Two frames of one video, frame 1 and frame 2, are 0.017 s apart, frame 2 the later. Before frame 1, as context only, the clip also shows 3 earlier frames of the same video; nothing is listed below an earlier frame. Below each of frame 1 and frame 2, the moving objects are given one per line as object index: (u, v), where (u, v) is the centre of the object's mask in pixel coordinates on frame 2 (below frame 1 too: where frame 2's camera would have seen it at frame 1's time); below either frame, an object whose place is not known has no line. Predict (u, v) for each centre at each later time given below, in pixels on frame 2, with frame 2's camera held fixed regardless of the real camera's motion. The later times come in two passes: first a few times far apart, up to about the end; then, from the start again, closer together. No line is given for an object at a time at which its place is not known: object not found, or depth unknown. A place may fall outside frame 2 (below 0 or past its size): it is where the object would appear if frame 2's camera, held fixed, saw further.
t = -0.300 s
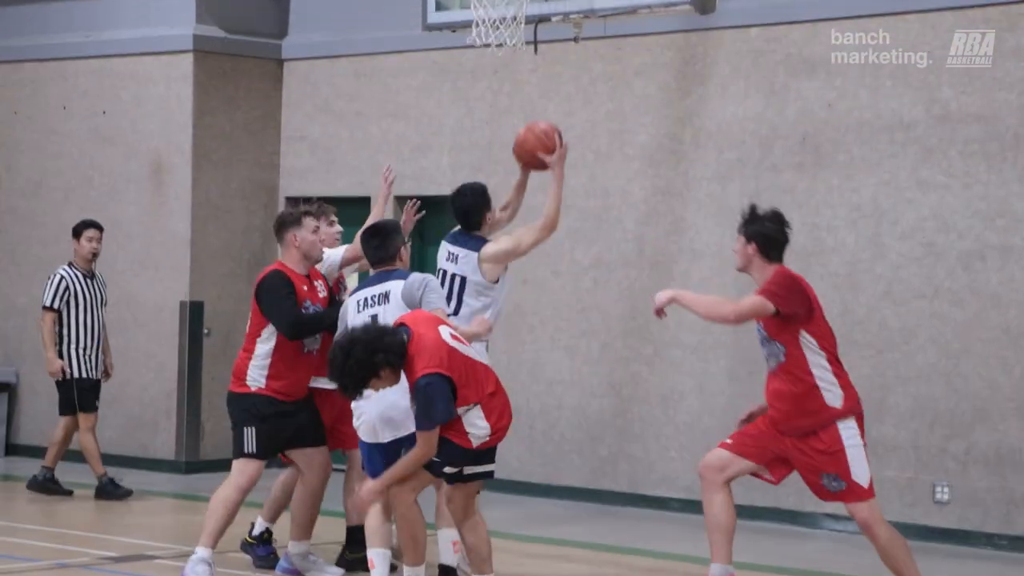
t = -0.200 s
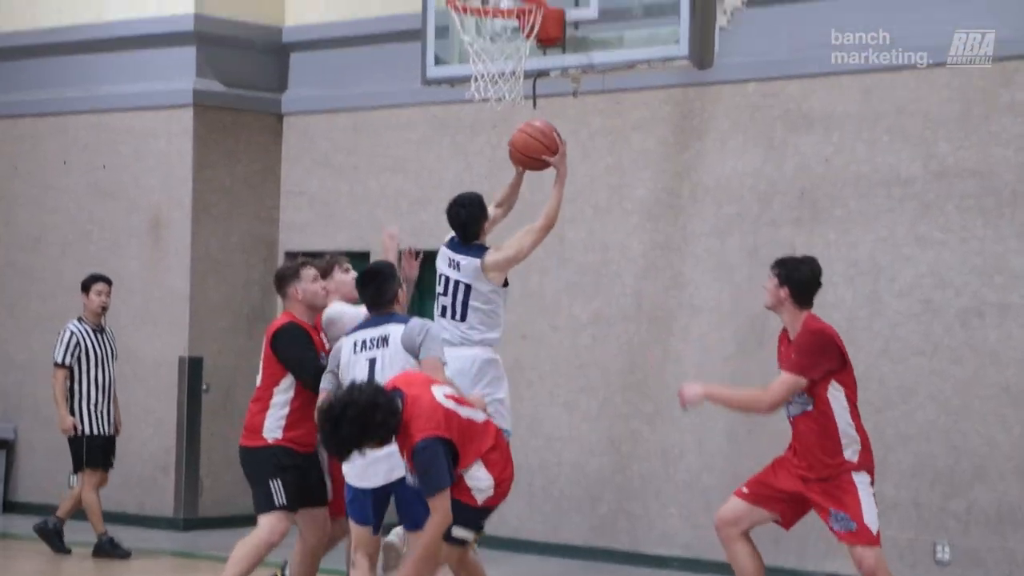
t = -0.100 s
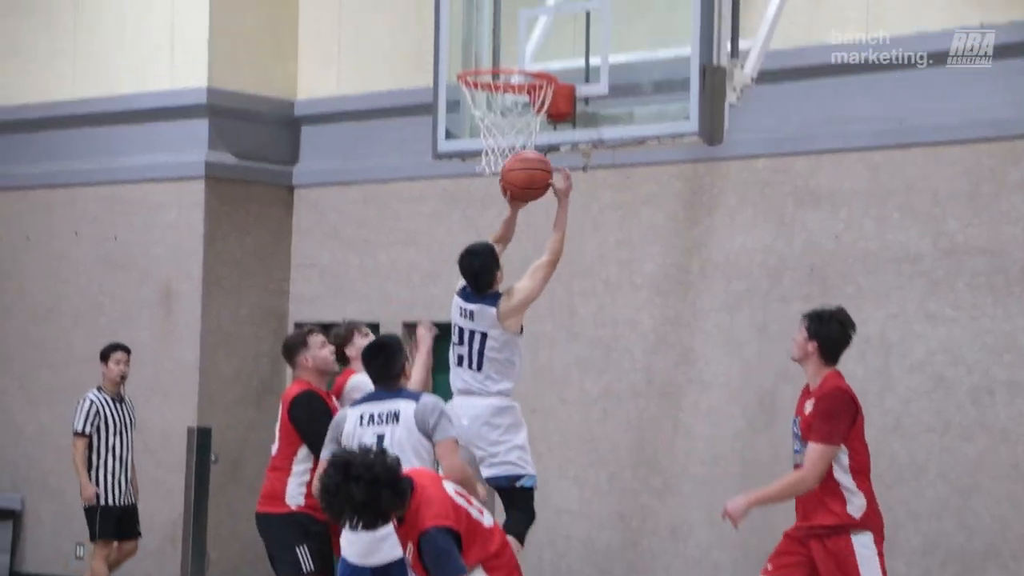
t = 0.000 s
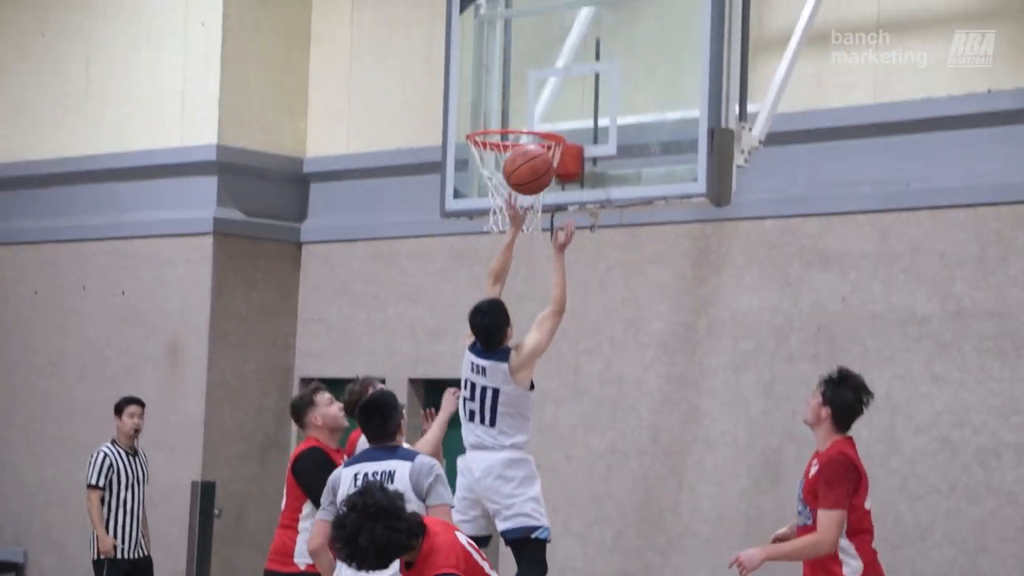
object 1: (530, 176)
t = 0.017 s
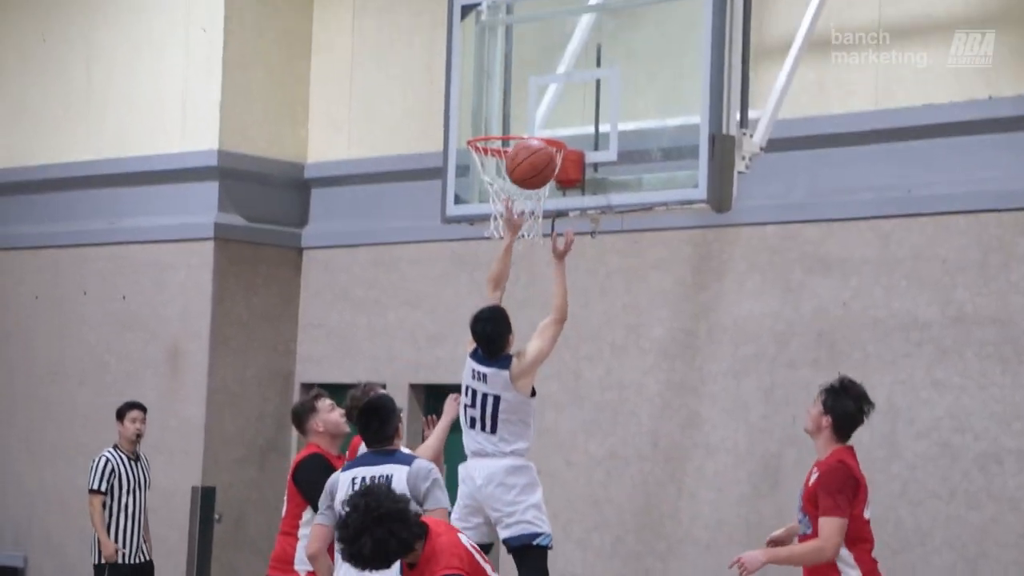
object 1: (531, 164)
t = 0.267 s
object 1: (544, 66)
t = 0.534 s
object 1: (554, 104)
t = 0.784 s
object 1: (513, 104)
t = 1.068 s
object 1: (497, 103)
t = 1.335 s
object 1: (503, 183)
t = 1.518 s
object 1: (512, 261)
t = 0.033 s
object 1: (531, 154)
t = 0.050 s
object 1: (532, 144)
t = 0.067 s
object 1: (533, 134)
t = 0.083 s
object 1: (534, 125)
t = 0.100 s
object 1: (535, 117)
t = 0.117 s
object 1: (536, 109)
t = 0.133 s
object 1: (537, 102)
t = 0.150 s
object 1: (538, 95)
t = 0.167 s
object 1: (539, 90)
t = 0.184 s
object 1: (540, 84)
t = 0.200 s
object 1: (541, 80)
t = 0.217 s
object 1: (542, 76)
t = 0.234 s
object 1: (543, 72)
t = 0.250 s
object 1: (543, 69)
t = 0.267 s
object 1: (544, 66)
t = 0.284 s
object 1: (545, 65)
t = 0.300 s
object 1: (545, 63)
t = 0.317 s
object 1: (546, 63)
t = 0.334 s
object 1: (547, 62)
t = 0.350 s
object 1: (548, 62)
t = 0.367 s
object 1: (548, 64)
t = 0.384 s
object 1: (549, 65)
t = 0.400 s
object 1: (550, 67)
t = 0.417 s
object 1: (550, 70)
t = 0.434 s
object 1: (551, 73)
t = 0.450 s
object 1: (551, 76)
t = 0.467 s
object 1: (552, 81)
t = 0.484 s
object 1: (553, 86)
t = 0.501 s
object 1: (553, 91)
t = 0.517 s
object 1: (553, 97)
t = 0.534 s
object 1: (554, 104)
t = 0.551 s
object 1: (554, 110)
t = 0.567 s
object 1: (554, 118)
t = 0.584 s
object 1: (552, 117)
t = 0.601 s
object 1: (549, 114)
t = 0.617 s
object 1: (545, 110)
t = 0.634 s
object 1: (542, 107)
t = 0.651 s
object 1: (539, 104)
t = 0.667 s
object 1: (536, 102)
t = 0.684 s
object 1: (533, 101)
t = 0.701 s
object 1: (529, 100)
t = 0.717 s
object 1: (526, 100)
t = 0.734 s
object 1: (523, 100)
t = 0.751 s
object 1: (519, 101)
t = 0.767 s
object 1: (516, 102)
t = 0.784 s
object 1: (513, 104)
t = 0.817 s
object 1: (506, 109)
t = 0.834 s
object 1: (502, 112)
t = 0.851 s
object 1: (499, 115)
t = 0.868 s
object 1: (496, 118)
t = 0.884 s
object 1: (492, 121)
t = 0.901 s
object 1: (492, 120)
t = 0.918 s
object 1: (492, 117)
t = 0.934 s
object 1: (493, 115)
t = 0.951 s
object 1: (494, 112)
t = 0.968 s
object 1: (495, 110)
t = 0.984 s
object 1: (495, 107)
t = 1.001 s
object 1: (496, 105)
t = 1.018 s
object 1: (496, 104)
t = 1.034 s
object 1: (497, 103)
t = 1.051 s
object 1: (497, 103)
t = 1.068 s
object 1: (497, 103)
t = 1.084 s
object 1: (498, 104)
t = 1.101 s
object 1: (498, 106)
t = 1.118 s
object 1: (499, 108)
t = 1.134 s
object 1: (500, 111)
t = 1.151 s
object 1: (500, 113)
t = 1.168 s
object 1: (500, 116)
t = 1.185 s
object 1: (501, 118)
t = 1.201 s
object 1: (501, 121)
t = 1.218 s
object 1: (501, 124)
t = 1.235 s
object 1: (501, 138)
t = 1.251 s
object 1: (501, 146)
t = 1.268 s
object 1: (500, 152)
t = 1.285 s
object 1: (500, 161)
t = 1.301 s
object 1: (500, 166)
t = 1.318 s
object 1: (503, 175)
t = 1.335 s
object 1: (503, 183)
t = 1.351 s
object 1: (503, 191)
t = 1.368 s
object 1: (504, 196)
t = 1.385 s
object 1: (505, 201)
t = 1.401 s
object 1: (506, 206)
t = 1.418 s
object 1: (507, 213)
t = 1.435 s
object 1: (509, 223)
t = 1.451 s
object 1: (510, 231)
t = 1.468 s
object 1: (511, 235)
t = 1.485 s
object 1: (511, 243)
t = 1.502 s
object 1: (512, 252)
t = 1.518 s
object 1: (512, 261)
